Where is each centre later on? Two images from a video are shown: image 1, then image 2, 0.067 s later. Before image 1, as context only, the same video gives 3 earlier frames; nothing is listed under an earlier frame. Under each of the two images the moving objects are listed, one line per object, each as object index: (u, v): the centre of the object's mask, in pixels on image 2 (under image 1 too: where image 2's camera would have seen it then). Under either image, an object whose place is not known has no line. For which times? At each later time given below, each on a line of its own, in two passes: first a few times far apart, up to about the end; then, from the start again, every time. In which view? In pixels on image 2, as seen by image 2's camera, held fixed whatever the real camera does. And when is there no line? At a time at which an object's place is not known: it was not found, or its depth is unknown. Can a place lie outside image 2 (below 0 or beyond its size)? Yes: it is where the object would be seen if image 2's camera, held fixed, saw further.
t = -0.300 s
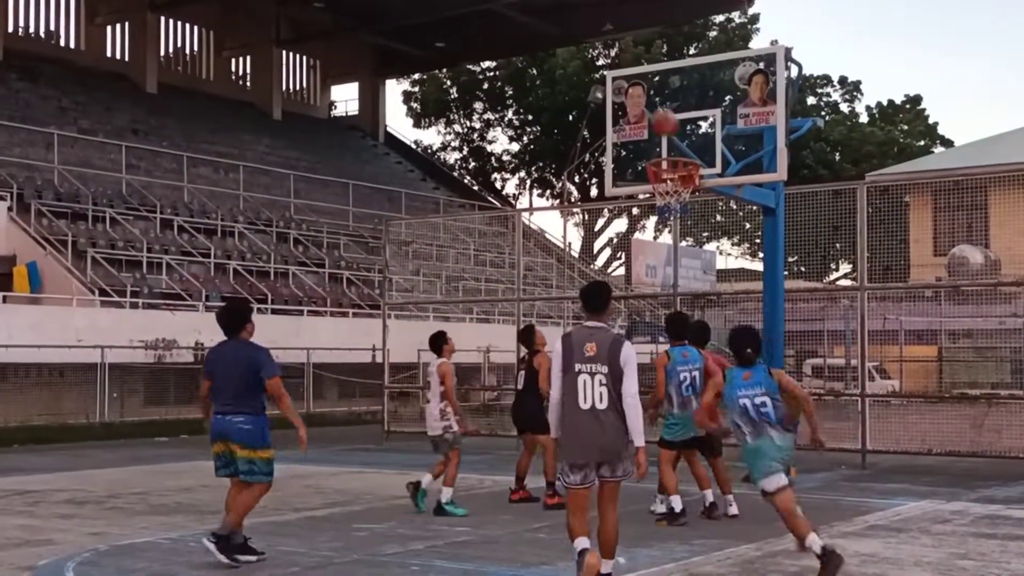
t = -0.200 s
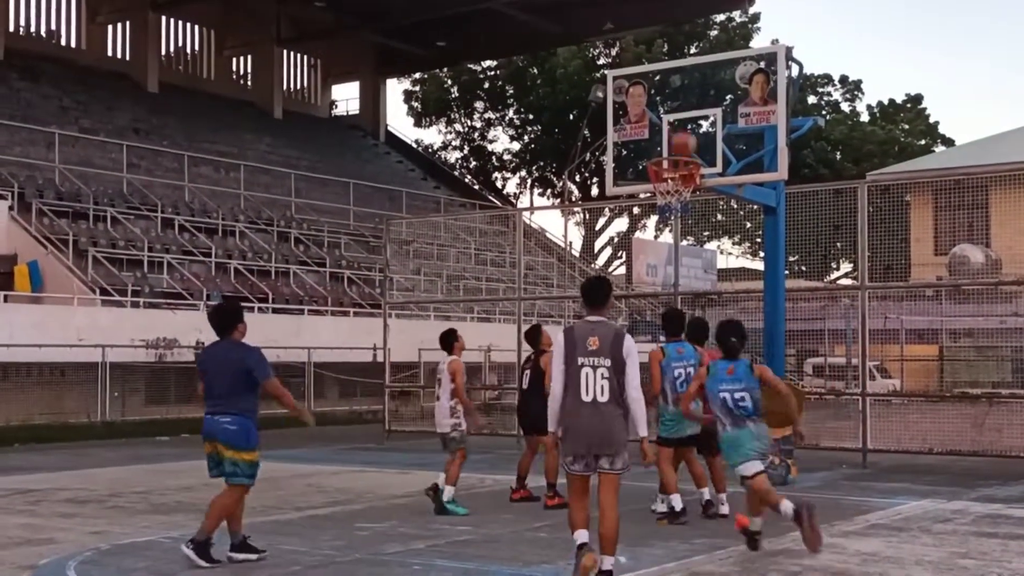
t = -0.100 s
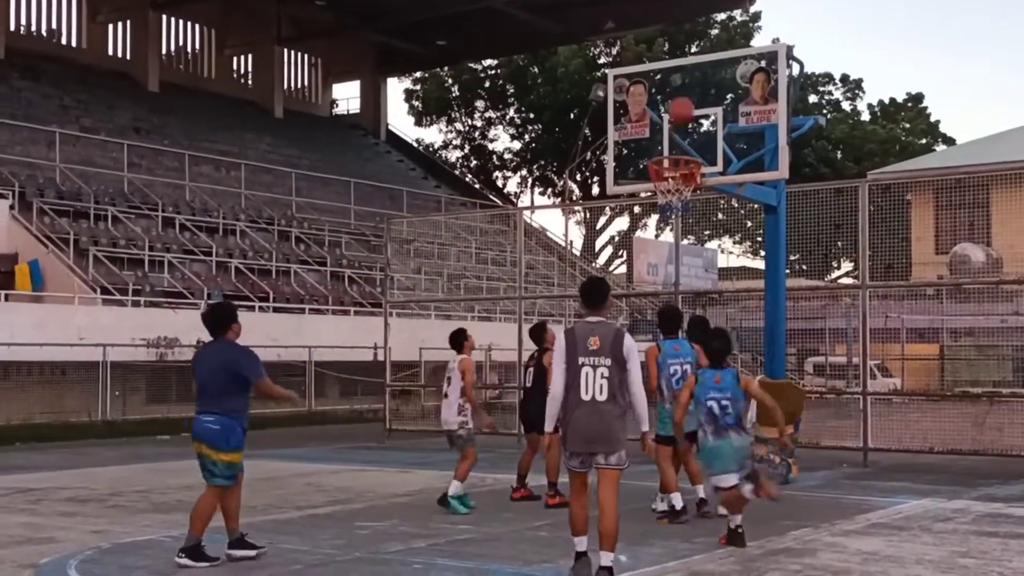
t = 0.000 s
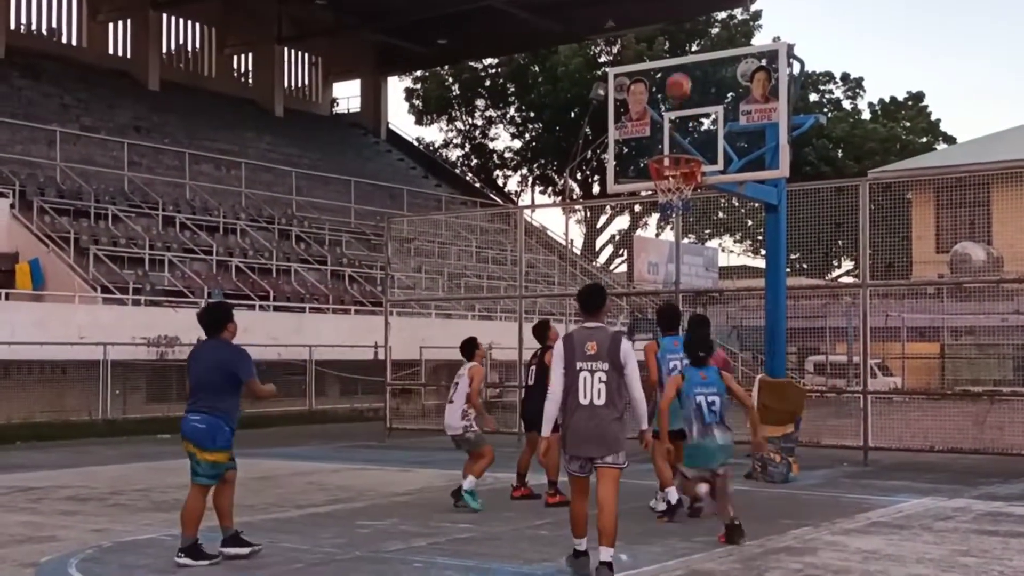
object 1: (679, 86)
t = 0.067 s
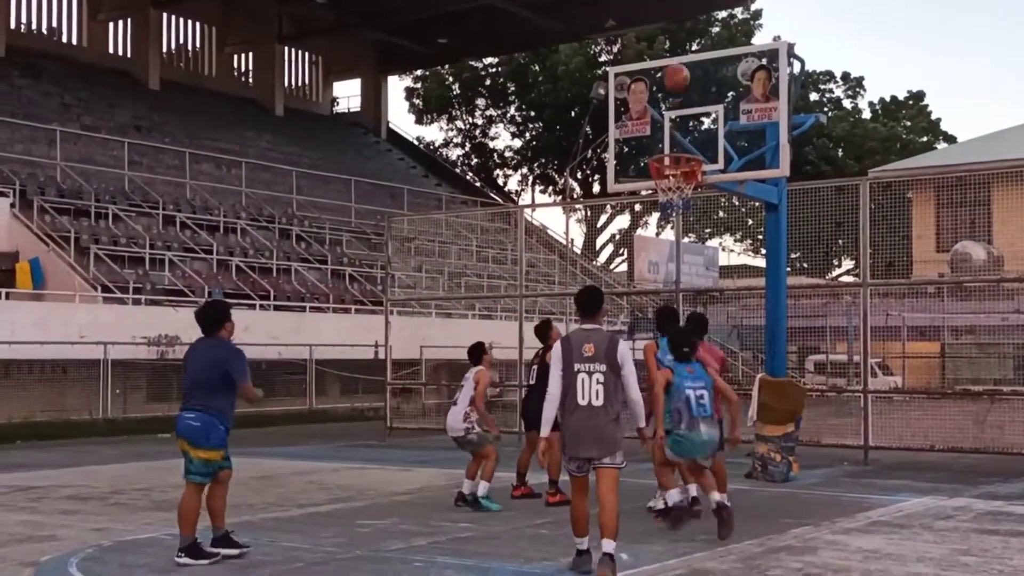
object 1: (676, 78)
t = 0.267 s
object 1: (669, 76)
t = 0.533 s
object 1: (658, 144)
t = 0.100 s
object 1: (675, 75)
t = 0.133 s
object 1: (674, 73)
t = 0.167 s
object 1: (673, 72)
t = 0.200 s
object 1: (671, 73)
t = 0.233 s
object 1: (670, 74)
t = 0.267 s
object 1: (669, 76)
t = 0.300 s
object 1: (668, 80)
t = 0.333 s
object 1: (667, 85)
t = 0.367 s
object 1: (665, 92)
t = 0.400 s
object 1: (664, 100)
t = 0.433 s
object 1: (663, 109)
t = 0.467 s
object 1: (660, 119)
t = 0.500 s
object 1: (659, 131)
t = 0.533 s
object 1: (658, 144)
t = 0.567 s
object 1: (656, 146)
